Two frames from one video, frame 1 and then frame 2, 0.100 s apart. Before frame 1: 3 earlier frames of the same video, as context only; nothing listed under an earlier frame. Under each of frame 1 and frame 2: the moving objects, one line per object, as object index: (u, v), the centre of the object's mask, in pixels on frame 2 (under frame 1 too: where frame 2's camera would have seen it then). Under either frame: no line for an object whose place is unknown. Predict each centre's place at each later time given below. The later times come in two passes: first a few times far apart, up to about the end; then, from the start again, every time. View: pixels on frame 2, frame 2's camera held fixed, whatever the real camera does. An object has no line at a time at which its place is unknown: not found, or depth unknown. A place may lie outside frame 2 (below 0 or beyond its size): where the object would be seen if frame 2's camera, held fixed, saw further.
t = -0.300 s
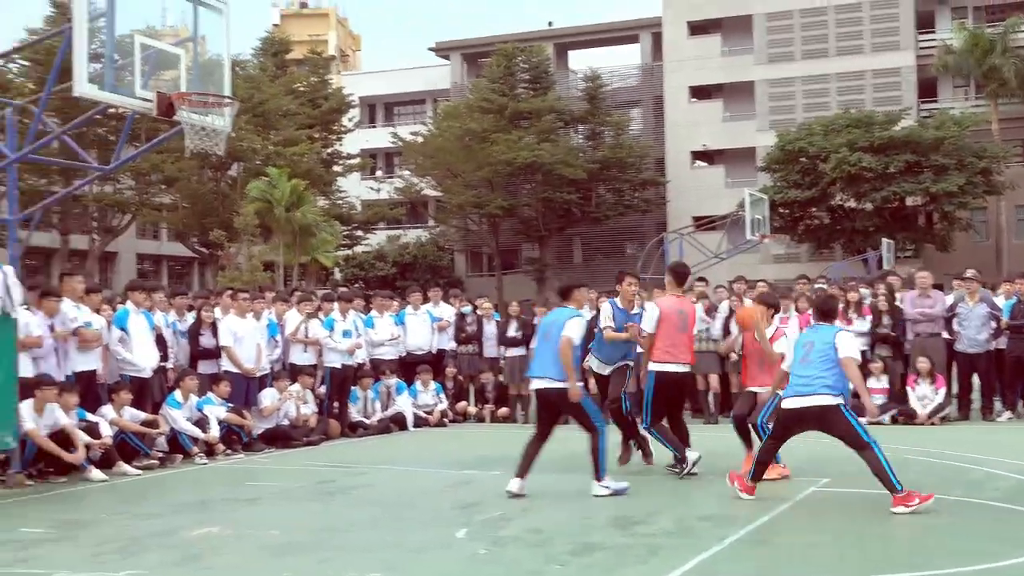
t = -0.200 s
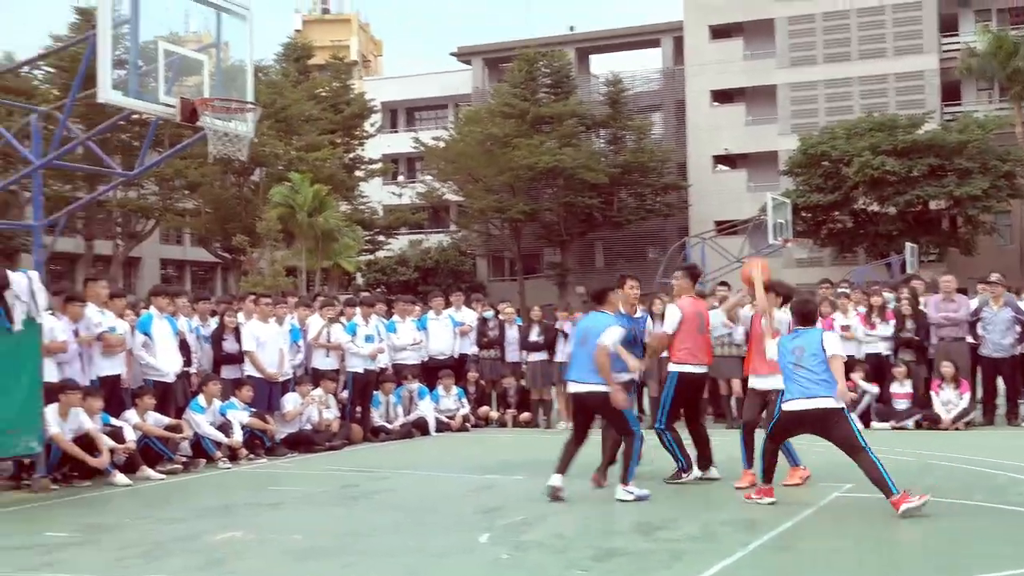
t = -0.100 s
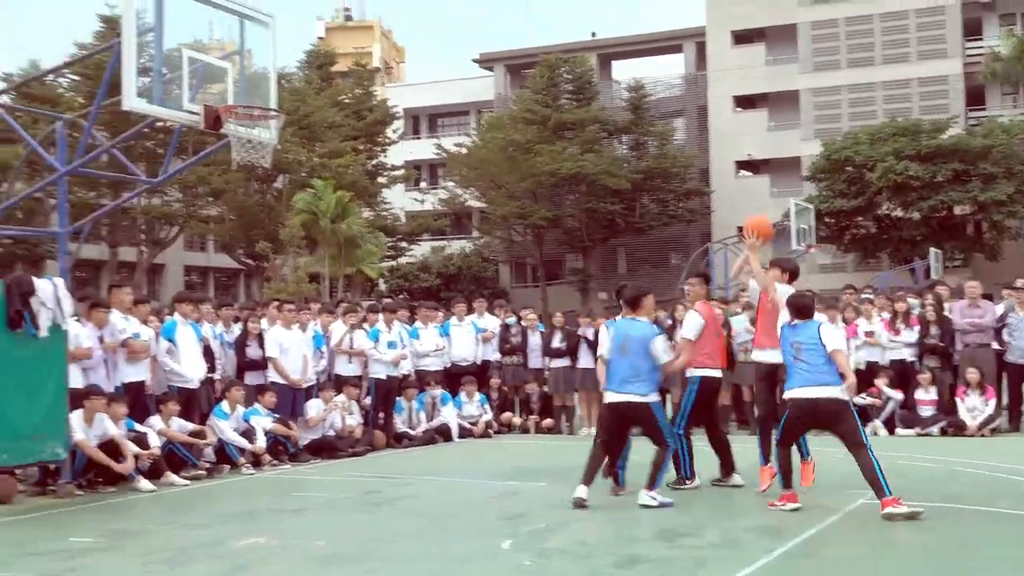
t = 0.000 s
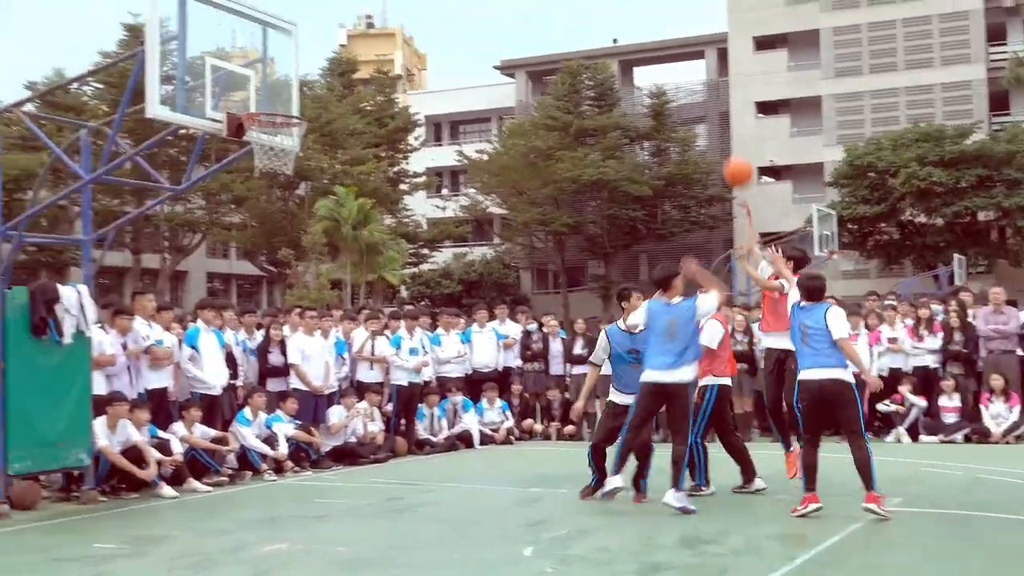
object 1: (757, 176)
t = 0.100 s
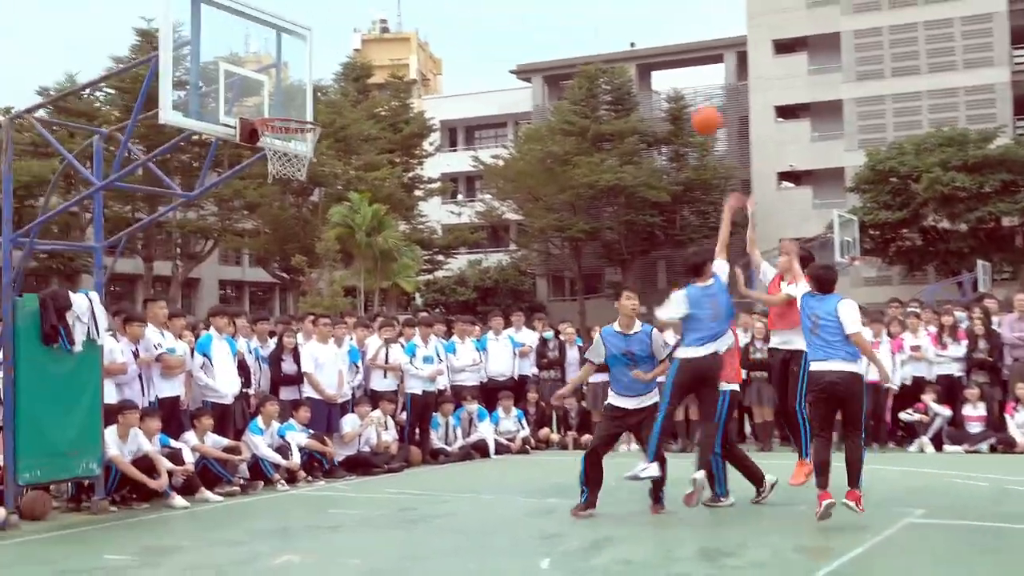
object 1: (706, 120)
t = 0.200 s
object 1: (654, 75)
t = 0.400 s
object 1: (553, 25)
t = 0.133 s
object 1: (688, 104)
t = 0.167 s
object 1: (673, 90)
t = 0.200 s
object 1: (654, 75)
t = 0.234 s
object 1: (638, 63)
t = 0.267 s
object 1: (623, 53)
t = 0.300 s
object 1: (605, 44)
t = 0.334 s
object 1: (588, 36)
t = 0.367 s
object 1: (571, 30)
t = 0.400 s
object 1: (553, 25)
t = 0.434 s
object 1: (537, 21)
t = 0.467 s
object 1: (520, 19)
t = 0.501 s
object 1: (504, 18)
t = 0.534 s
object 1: (487, 18)
